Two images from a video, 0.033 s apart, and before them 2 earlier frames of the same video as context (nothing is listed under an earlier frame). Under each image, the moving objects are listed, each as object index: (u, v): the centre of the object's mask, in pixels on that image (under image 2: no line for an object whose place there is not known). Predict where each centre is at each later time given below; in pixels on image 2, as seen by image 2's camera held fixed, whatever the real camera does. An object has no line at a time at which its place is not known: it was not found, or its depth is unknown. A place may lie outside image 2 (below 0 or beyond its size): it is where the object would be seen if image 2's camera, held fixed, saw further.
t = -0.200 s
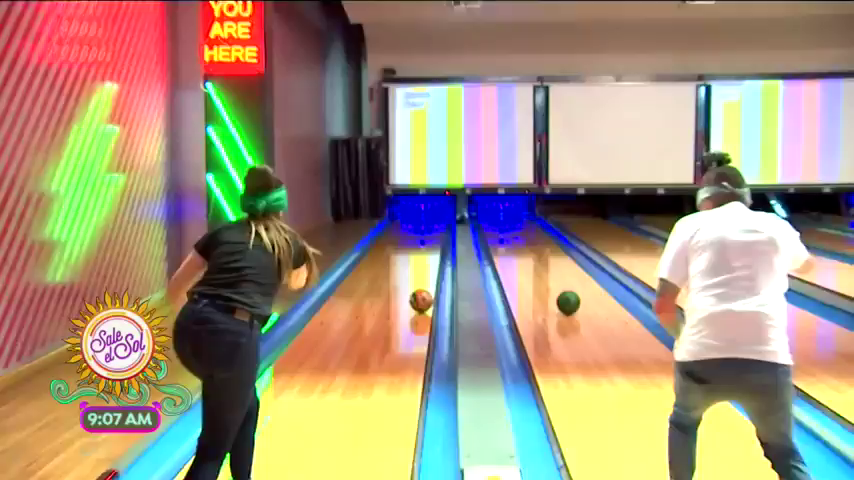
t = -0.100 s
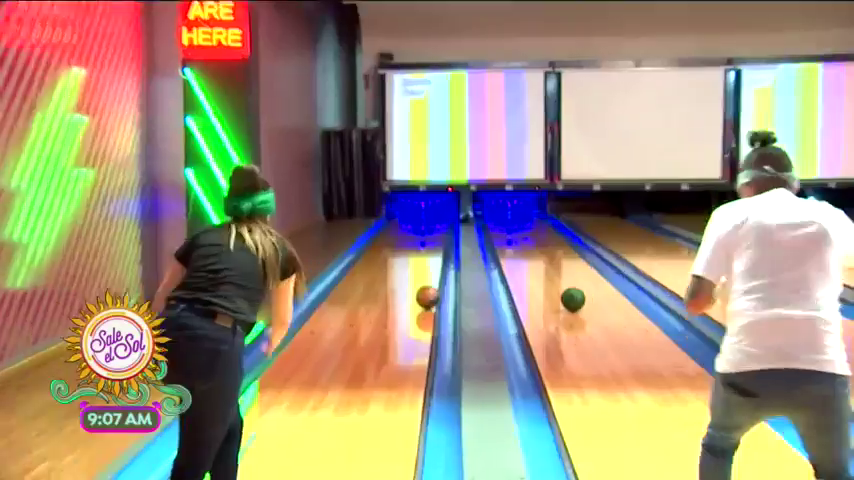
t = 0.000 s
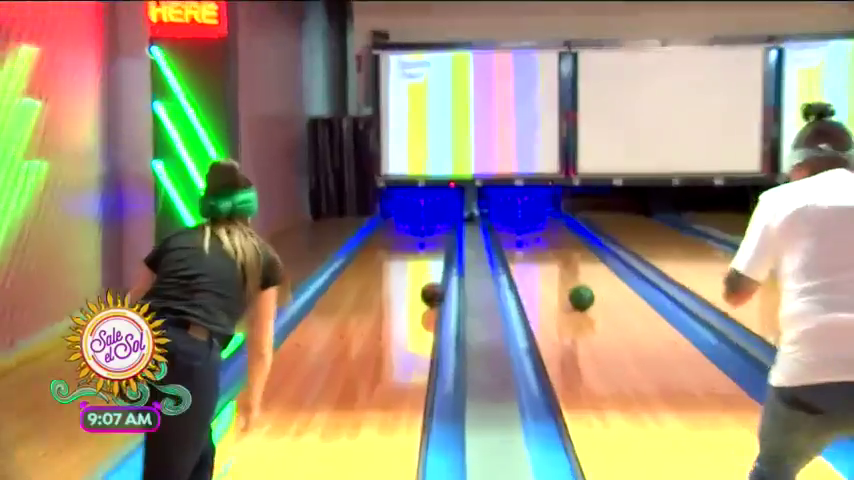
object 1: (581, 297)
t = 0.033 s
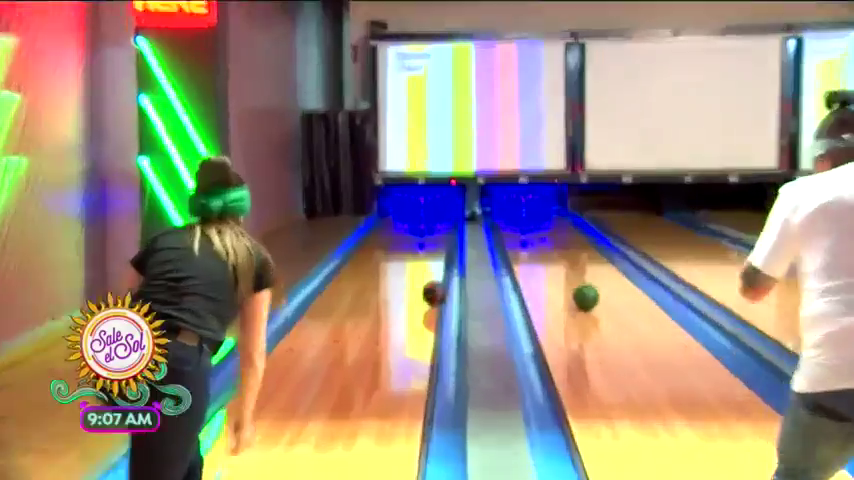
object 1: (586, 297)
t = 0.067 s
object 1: (584, 293)
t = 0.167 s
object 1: (583, 286)
